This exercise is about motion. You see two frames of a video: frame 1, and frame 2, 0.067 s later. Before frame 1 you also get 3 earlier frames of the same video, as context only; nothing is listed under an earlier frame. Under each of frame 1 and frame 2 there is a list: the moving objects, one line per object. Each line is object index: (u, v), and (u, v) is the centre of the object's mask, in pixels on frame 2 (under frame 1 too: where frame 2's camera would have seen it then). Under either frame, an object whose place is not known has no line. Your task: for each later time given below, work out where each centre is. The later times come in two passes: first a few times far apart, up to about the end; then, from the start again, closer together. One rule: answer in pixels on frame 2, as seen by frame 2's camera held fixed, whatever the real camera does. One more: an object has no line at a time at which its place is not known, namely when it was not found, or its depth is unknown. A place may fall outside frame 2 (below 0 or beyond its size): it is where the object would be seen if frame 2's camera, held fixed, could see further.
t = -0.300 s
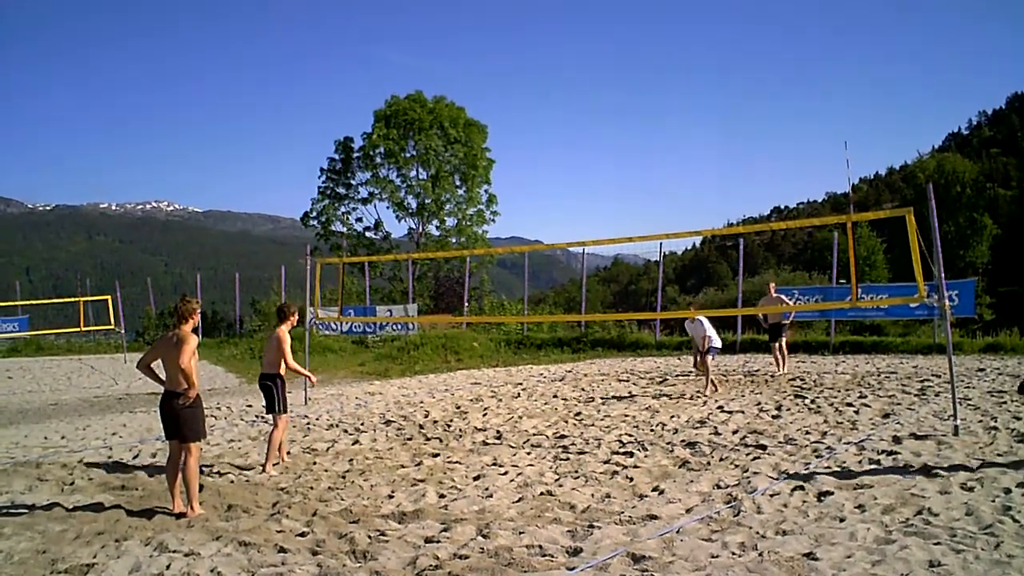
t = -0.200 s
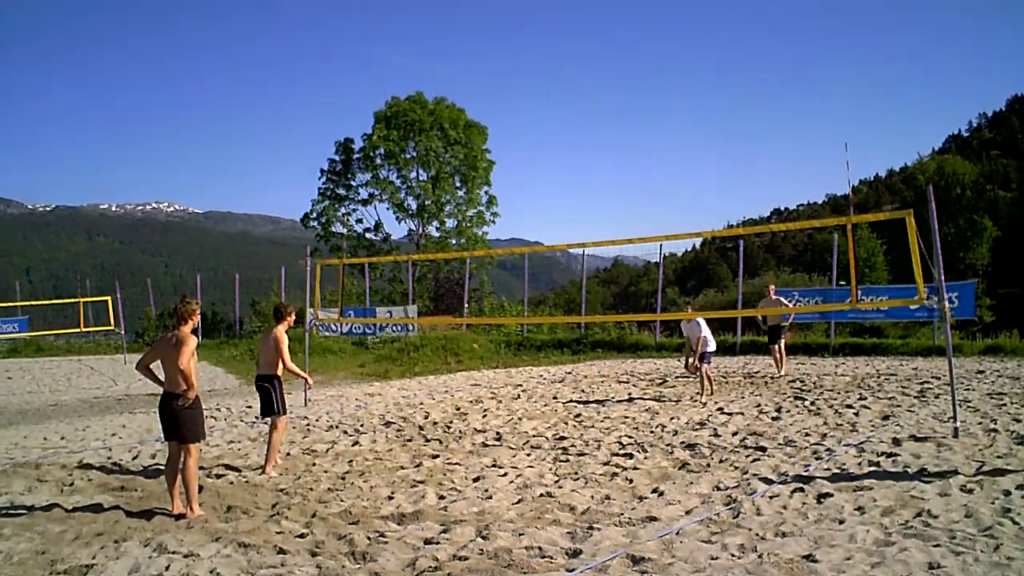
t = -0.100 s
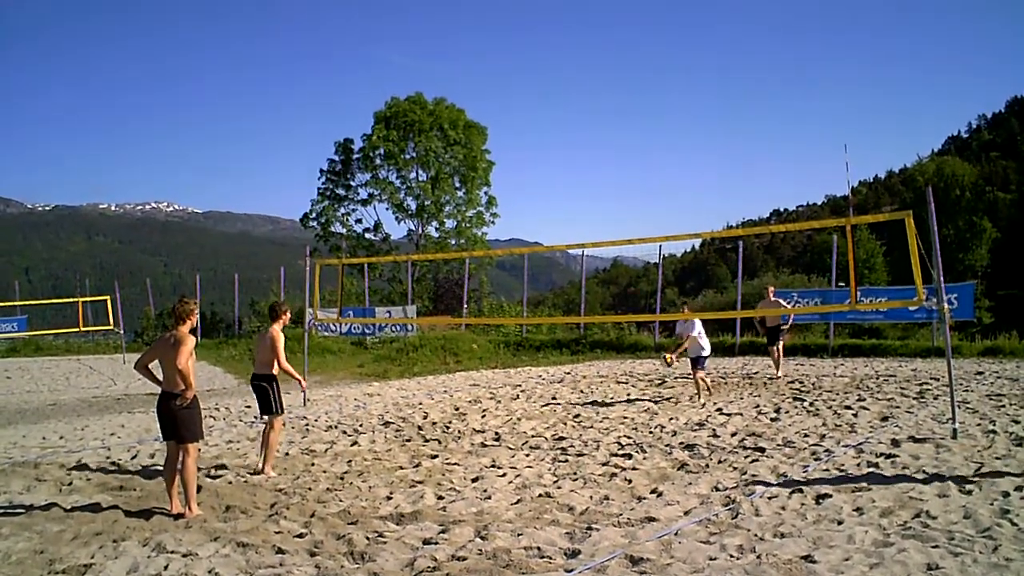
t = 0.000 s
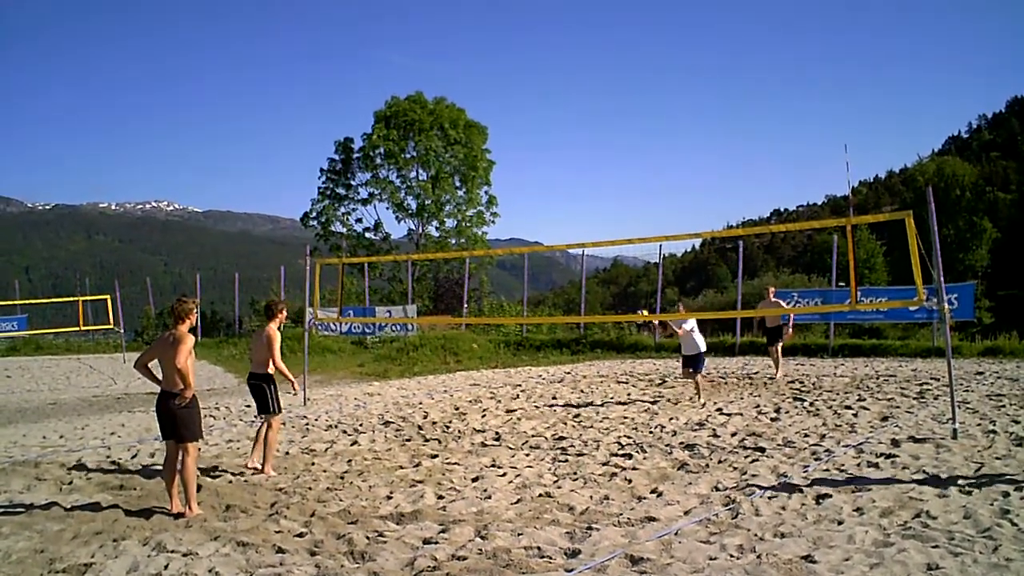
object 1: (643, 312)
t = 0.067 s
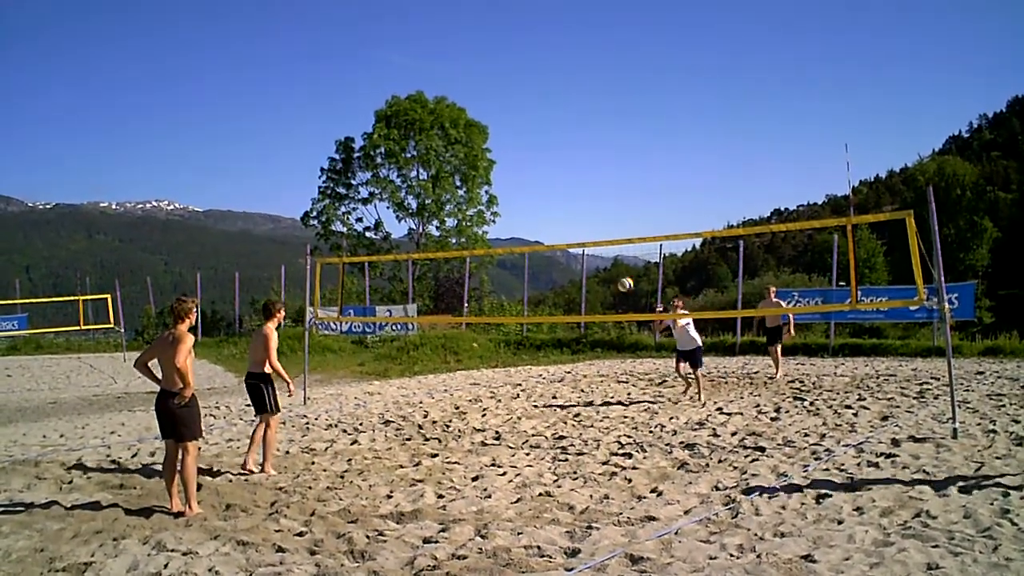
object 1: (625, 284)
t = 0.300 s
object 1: (567, 190)
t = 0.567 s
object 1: (496, 121)
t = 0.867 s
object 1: (410, 107)
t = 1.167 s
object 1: (316, 169)
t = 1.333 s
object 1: (264, 243)
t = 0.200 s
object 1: (592, 227)
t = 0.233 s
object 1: (584, 214)
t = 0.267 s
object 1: (576, 201)
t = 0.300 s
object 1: (567, 190)
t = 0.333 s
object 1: (559, 178)
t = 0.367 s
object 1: (550, 168)
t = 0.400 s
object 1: (541, 158)
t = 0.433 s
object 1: (533, 149)
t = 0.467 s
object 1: (524, 141)
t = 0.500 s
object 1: (514, 134)
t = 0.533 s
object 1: (505, 127)
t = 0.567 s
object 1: (496, 121)
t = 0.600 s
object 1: (487, 116)
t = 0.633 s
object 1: (477, 112)
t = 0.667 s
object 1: (467, 108)
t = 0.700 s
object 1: (459, 105)
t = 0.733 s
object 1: (449, 104)
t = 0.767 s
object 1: (439, 102)
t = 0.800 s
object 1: (430, 103)
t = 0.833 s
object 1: (421, 104)
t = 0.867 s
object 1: (410, 107)
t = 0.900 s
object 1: (400, 109)
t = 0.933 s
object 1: (390, 113)
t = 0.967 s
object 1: (379, 118)
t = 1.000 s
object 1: (369, 124)
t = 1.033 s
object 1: (358, 130)
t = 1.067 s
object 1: (349, 138)
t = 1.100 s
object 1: (338, 148)
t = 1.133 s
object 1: (327, 158)
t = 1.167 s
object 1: (316, 169)
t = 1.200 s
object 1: (306, 182)
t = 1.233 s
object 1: (295, 195)
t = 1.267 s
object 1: (285, 210)
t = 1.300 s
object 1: (275, 225)
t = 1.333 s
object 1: (264, 243)
